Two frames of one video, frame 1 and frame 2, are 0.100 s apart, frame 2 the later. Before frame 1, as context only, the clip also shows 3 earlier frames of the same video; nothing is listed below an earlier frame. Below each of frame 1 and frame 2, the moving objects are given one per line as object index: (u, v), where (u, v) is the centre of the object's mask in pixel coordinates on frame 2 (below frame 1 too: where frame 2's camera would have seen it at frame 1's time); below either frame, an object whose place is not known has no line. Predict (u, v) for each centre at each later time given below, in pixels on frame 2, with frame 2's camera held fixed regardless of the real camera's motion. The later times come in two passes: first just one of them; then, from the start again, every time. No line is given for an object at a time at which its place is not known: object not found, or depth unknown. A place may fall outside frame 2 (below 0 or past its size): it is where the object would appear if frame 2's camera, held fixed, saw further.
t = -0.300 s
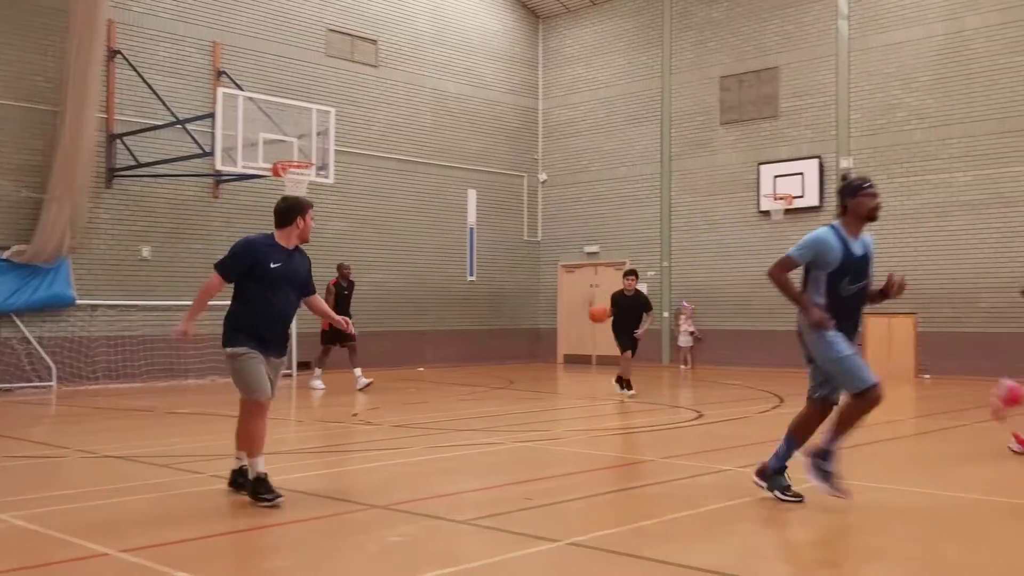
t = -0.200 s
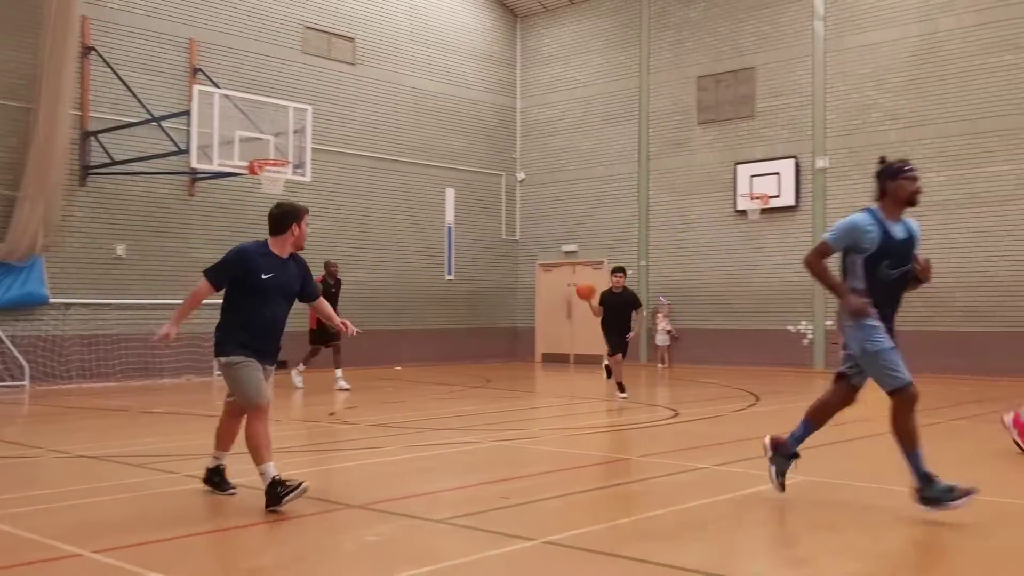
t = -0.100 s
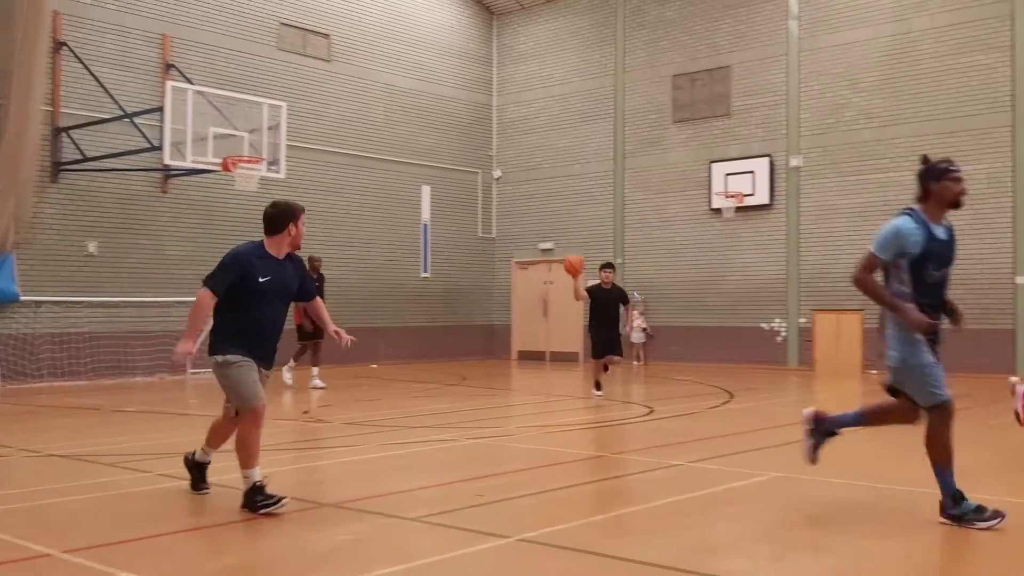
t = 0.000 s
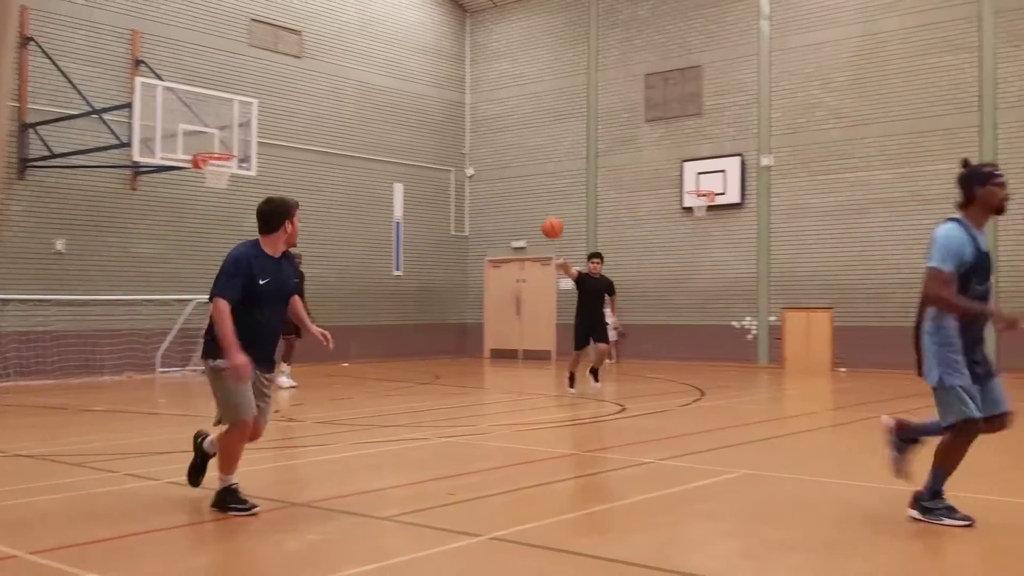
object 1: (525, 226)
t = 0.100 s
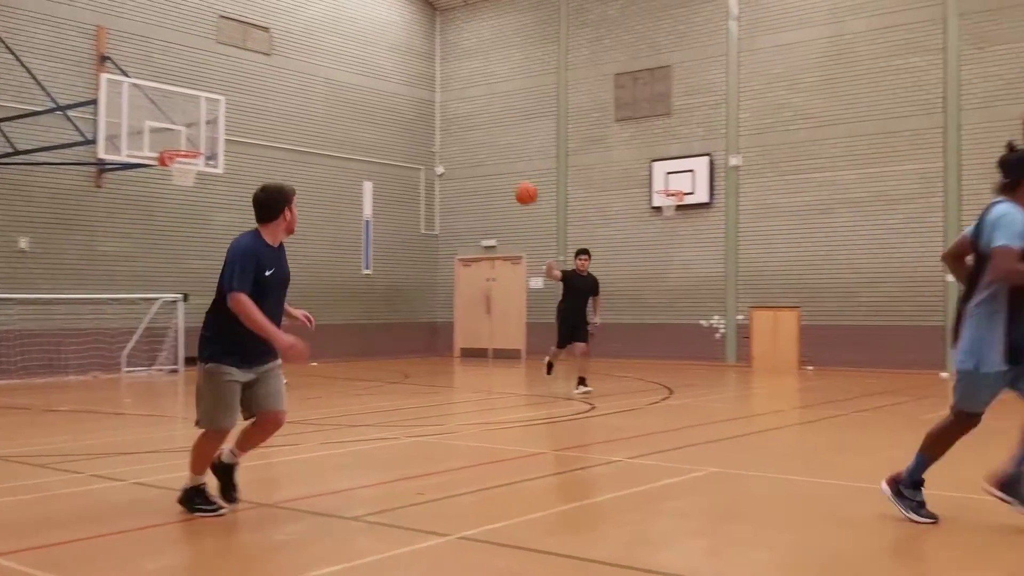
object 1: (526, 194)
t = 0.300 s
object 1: (532, 143)
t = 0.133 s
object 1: (527, 184)
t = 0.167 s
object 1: (528, 174)
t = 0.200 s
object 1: (529, 165)
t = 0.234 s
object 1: (530, 157)
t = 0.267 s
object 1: (531, 150)
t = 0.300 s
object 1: (532, 143)
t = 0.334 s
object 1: (534, 136)
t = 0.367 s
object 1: (536, 131)
